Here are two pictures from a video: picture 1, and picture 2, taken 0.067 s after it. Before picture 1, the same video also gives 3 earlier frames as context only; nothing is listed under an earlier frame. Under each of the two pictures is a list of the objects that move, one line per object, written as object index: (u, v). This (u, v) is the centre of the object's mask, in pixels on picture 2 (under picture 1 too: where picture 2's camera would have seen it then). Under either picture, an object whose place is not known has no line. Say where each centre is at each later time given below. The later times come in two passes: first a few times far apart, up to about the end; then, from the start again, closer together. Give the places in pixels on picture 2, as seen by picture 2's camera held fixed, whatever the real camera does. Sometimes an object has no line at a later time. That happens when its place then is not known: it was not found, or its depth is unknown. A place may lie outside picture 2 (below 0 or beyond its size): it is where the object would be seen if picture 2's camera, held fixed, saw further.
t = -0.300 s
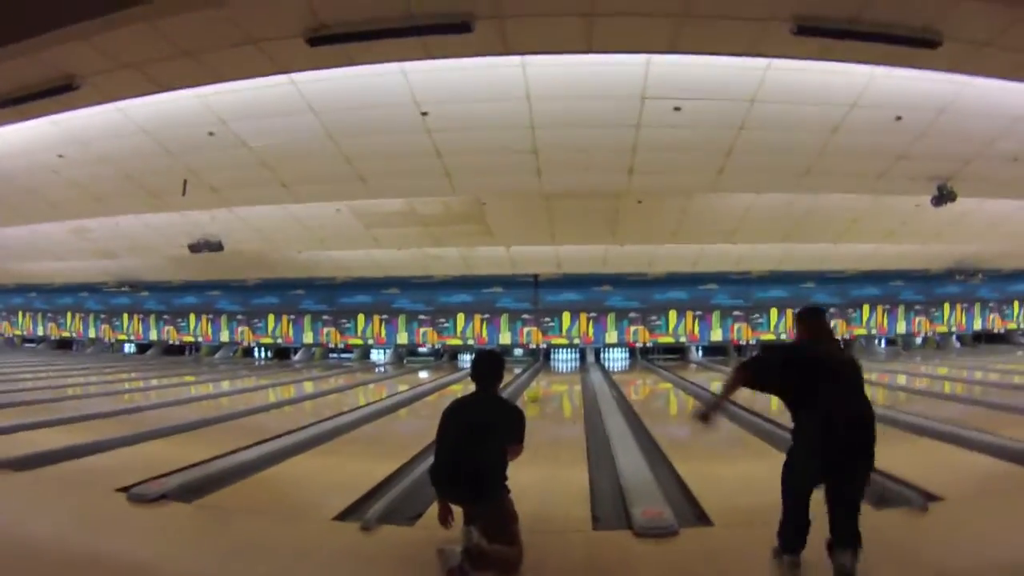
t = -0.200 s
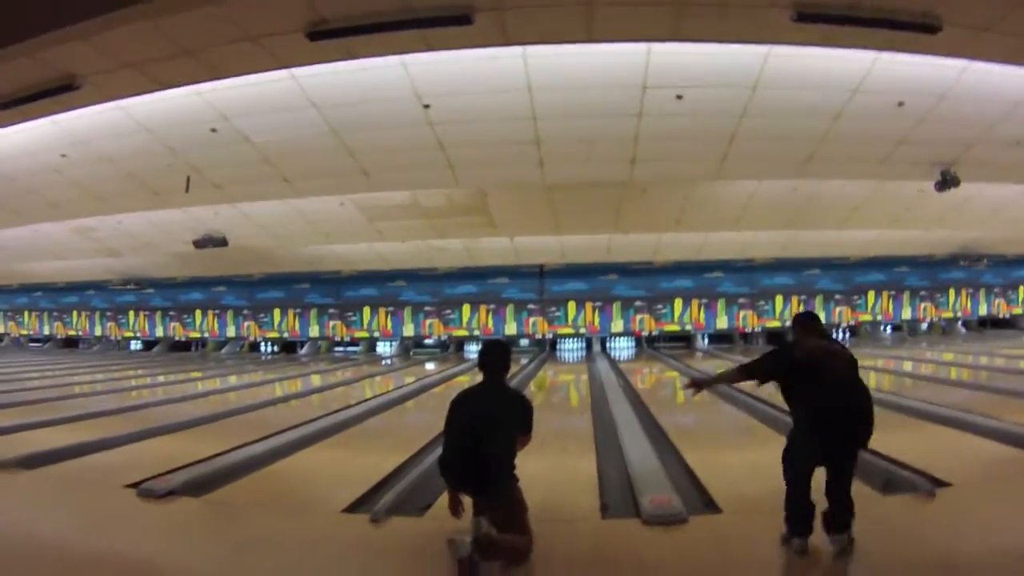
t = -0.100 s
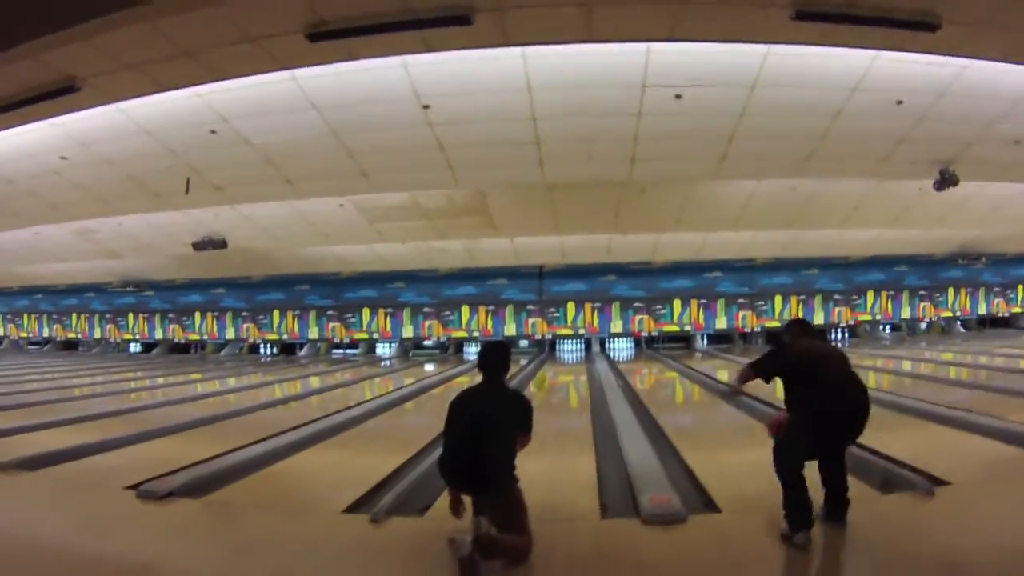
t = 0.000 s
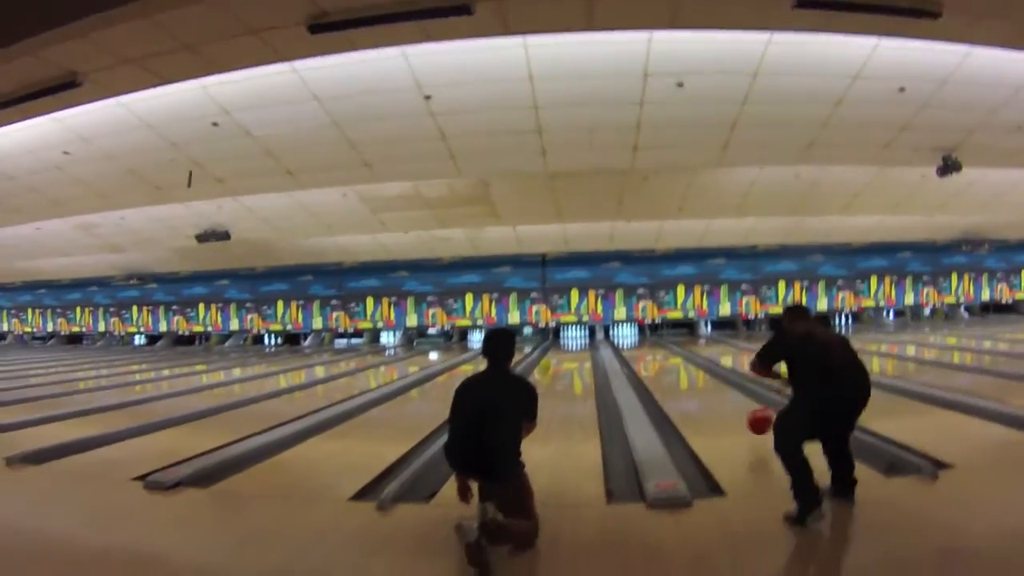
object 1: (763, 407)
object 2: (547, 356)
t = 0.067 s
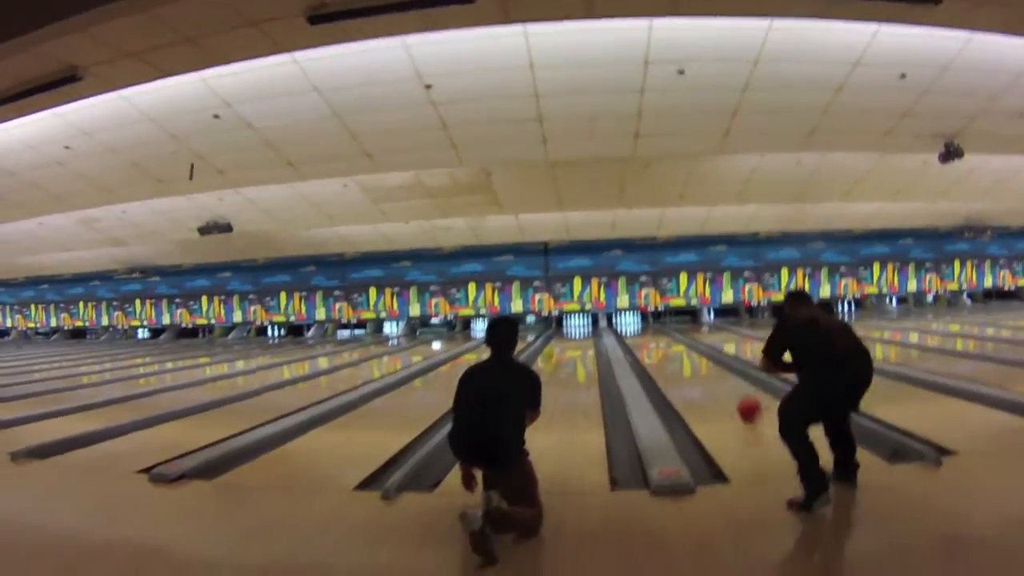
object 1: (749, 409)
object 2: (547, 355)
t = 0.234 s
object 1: (722, 395)
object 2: (549, 349)
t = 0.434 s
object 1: (693, 381)
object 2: (547, 348)
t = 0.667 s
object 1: (668, 367)
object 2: (545, 343)
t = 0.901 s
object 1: (656, 356)
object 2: (551, 338)
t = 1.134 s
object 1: (646, 350)
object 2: (554, 337)
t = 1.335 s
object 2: (558, 332)
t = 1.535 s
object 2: (558, 328)
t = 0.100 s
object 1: (743, 406)
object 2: (546, 356)
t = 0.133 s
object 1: (737, 404)
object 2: (545, 357)
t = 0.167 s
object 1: (732, 401)
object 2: (547, 355)
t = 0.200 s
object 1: (726, 398)
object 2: (546, 356)
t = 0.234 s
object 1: (722, 395)
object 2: (549, 349)
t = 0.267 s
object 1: (716, 392)
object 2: (549, 349)
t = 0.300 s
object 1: (713, 390)
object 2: (550, 348)
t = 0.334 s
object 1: (708, 387)
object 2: (550, 348)
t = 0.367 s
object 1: (703, 384)
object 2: (550, 348)
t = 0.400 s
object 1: (698, 383)
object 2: (548, 348)
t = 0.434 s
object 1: (693, 381)
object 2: (547, 348)
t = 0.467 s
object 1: (690, 379)
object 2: (548, 347)
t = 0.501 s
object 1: (685, 377)
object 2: (546, 346)
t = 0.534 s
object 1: (681, 375)
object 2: (545, 346)
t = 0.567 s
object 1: (676, 375)
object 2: (543, 345)
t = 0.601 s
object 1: (672, 372)
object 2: (545, 345)
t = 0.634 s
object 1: (668, 369)
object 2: (543, 343)
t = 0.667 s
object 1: (668, 367)
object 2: (545, 343)
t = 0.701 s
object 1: (668, 367)
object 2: (547, 343)
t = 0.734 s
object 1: (665, 364)
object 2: (548, 343)
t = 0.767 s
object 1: (662, 363)
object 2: (548, 342)
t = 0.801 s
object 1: (661, 362)
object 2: (548, 341)
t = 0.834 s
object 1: (657, 360)
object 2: (548, 340)
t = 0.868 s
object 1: (656, 357)
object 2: (549, 339)
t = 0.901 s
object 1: (656, 356)
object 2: (551, 338)
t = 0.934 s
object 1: (656, 355)
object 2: (553, 338)
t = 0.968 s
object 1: (654, 354)
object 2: (553, 338)
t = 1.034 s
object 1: (650, 350)
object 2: (553, 336)
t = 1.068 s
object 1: (650, 350)
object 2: (554, 336)
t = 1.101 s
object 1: (648, 352)
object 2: (553, 337)
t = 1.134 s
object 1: (646, 350)
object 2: (554, 337)
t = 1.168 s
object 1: (645, 350)
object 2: (555, 336)
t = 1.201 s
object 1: (644, 346)
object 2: (555, 334)
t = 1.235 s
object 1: (643, 344)
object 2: (556, 333)
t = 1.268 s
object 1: (643, 344)
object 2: (556, 333)
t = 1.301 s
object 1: (643, 343)
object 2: (558, 332)
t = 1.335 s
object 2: (558, 332)
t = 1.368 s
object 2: (556, 331)
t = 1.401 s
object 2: (551, 332)
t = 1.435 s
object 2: (552, 331)
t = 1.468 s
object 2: (554, 329)
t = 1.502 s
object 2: (556, 329)
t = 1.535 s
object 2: (558, 328)
